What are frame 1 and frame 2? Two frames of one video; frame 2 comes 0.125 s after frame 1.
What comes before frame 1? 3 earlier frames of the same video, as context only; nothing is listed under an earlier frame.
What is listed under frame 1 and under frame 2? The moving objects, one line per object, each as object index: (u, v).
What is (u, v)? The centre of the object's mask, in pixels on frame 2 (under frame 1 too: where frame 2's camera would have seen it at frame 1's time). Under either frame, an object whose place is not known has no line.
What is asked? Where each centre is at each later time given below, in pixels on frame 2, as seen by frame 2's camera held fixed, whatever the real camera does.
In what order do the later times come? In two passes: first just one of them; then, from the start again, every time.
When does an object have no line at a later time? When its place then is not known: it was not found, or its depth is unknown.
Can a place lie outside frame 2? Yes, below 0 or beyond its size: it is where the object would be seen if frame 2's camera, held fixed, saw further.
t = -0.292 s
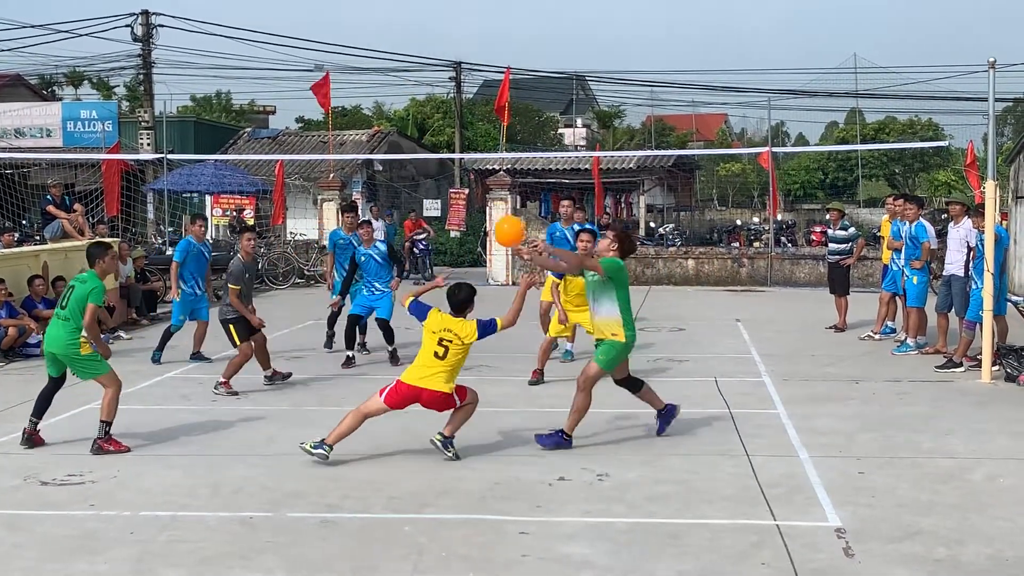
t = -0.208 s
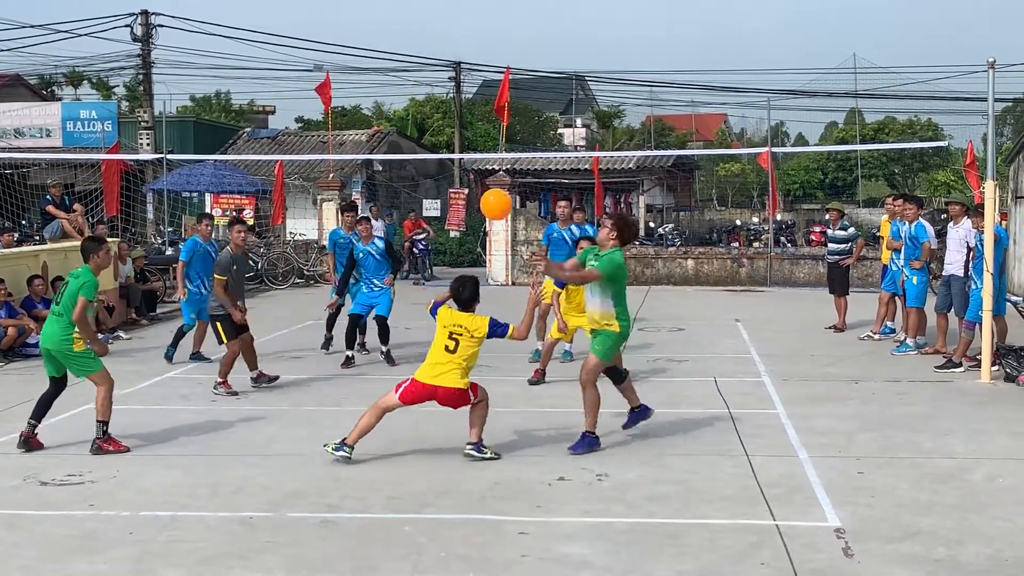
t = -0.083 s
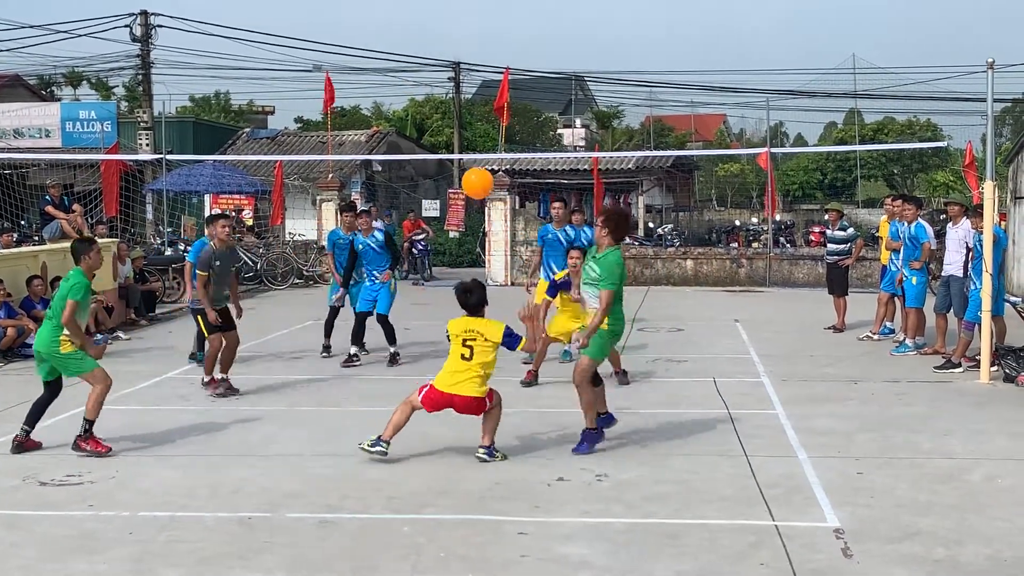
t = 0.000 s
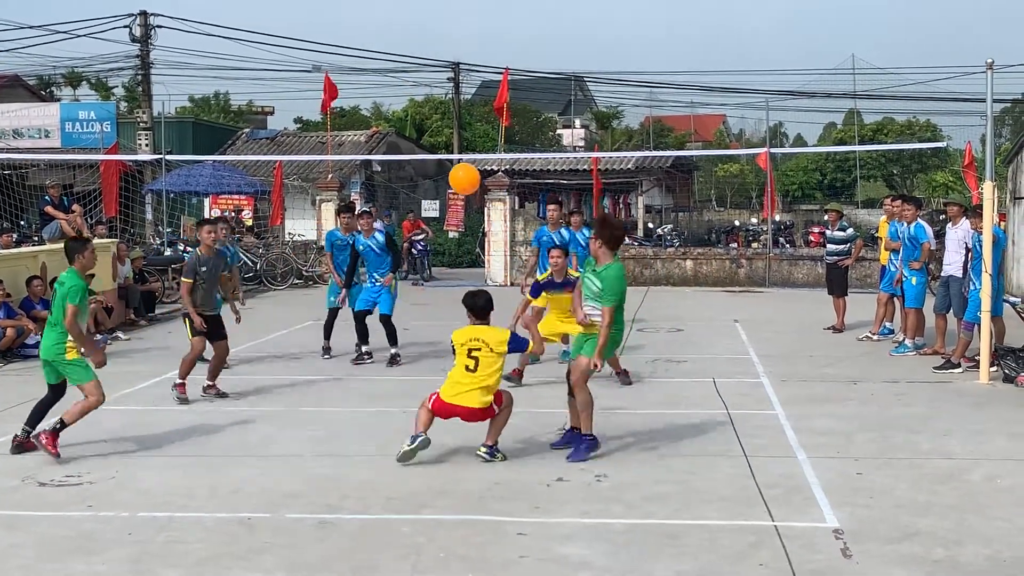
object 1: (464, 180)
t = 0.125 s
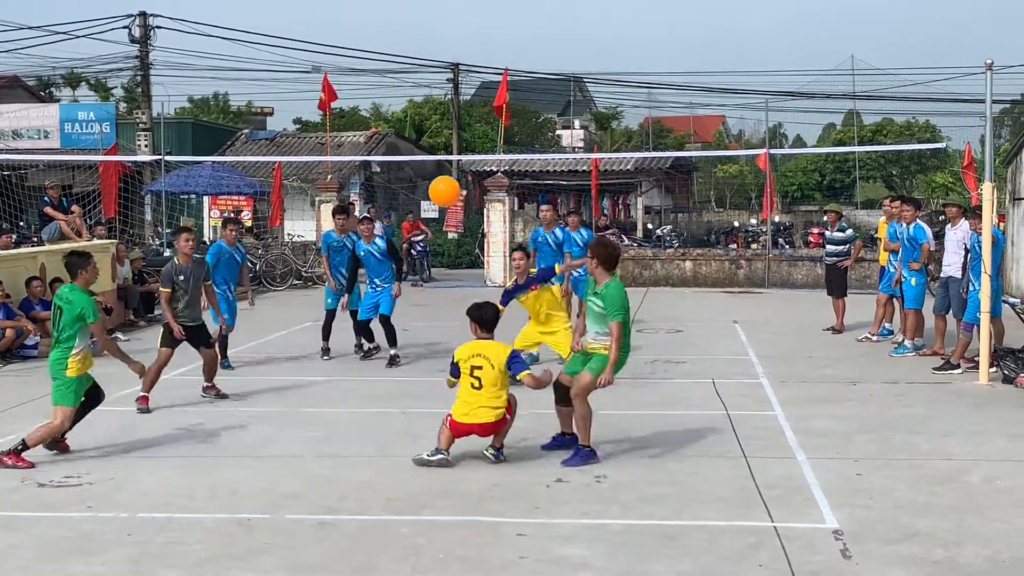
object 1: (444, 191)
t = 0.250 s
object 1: (428, 220)
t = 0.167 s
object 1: (439, 197)
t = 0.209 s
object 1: (432, 210)
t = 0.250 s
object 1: (428, 220)
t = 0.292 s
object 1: (421, 238)
